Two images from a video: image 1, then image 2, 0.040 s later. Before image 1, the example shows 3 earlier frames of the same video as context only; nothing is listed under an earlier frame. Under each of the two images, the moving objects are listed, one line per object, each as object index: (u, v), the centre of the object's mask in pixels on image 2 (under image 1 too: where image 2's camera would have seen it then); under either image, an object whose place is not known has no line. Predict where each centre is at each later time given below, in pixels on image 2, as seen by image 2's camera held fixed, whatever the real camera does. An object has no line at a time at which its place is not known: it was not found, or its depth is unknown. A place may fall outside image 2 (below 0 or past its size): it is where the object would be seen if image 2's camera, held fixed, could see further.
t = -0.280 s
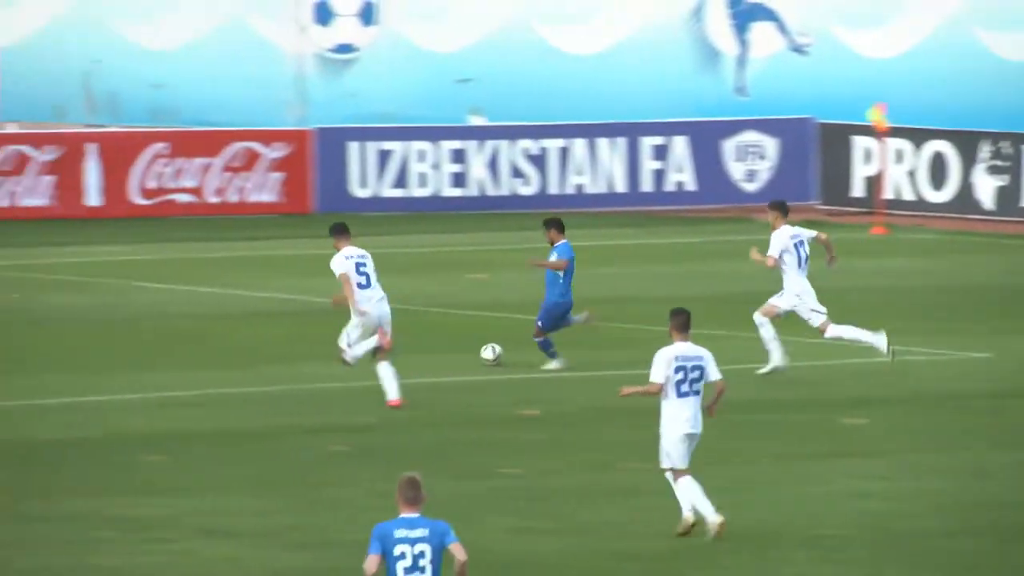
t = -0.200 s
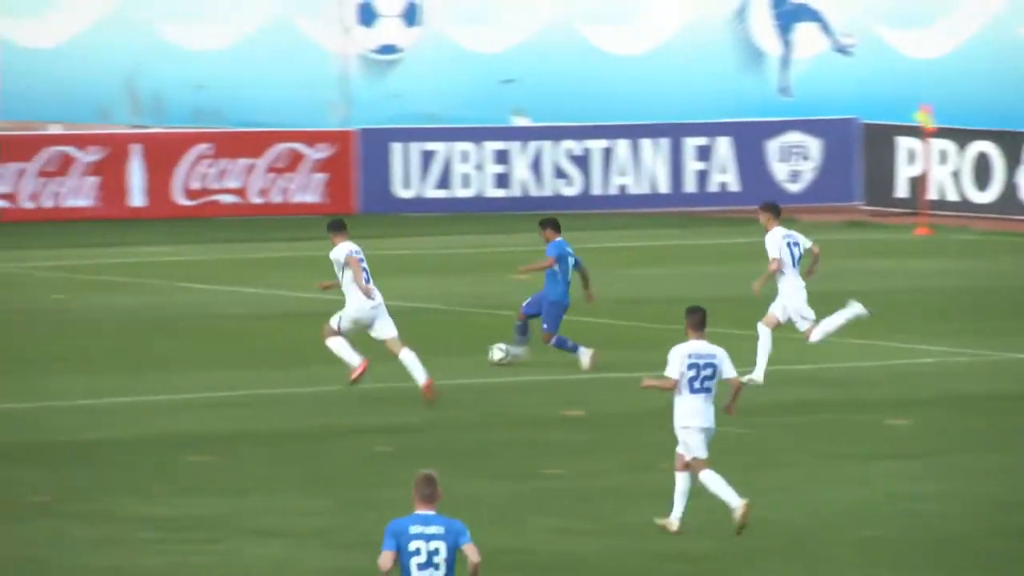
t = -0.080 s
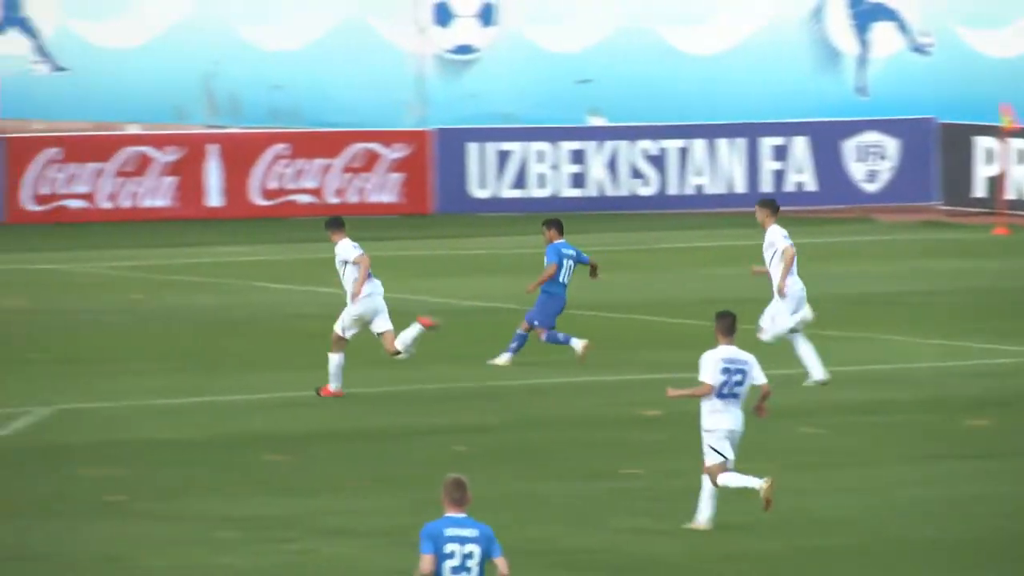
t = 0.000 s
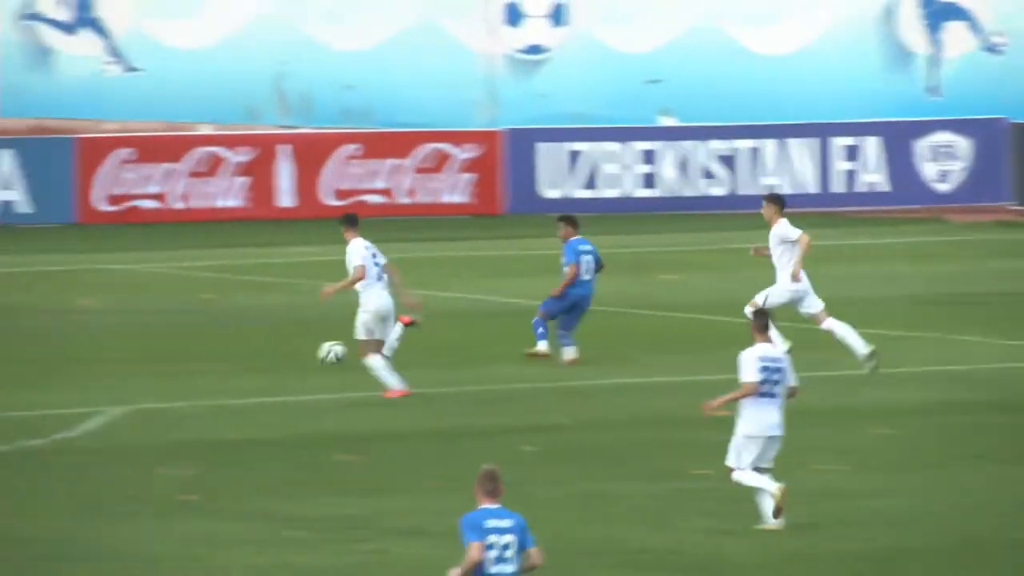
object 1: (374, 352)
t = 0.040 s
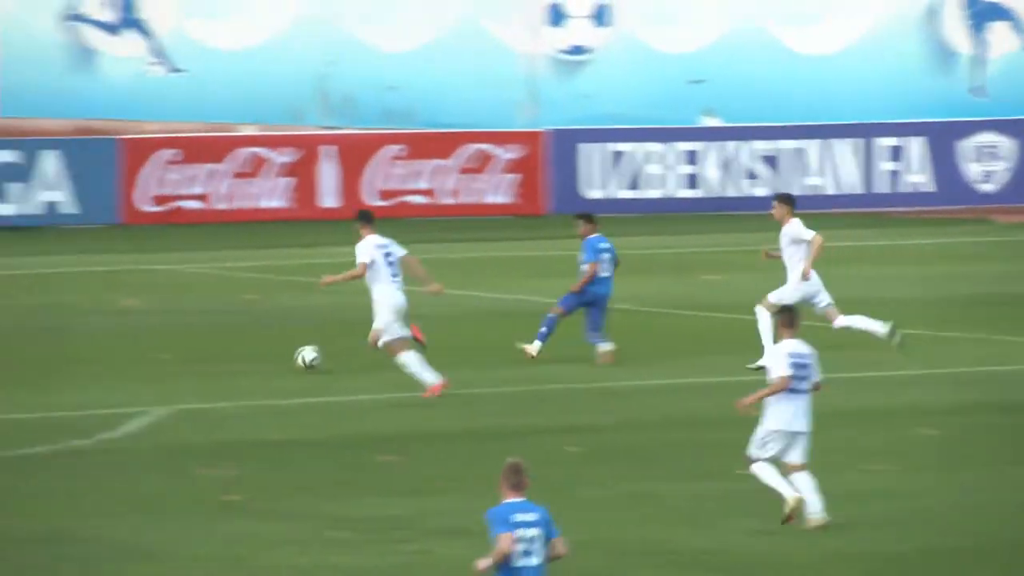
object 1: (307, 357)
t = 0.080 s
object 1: (240, 363)
